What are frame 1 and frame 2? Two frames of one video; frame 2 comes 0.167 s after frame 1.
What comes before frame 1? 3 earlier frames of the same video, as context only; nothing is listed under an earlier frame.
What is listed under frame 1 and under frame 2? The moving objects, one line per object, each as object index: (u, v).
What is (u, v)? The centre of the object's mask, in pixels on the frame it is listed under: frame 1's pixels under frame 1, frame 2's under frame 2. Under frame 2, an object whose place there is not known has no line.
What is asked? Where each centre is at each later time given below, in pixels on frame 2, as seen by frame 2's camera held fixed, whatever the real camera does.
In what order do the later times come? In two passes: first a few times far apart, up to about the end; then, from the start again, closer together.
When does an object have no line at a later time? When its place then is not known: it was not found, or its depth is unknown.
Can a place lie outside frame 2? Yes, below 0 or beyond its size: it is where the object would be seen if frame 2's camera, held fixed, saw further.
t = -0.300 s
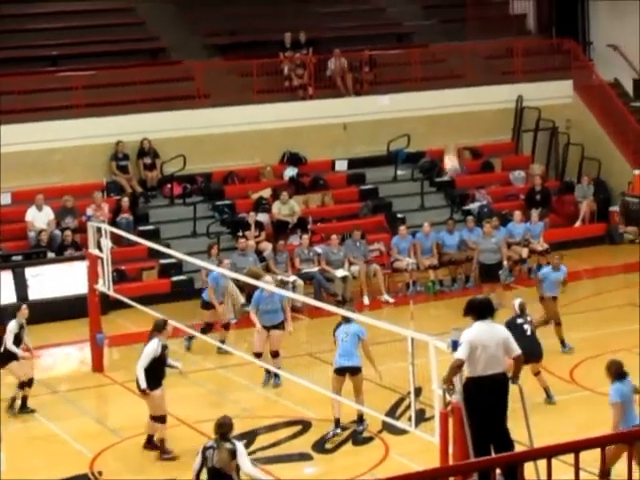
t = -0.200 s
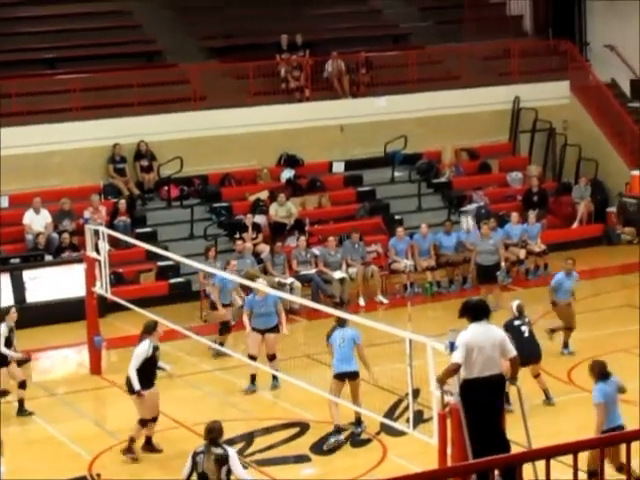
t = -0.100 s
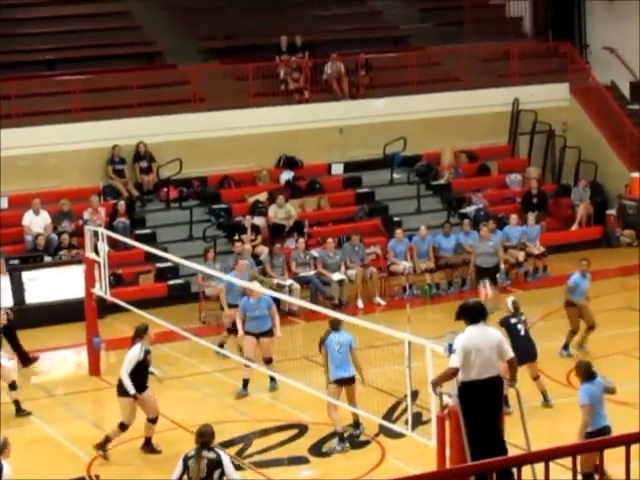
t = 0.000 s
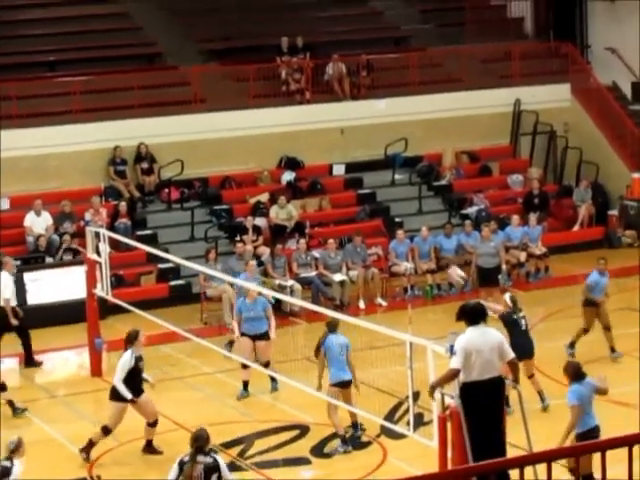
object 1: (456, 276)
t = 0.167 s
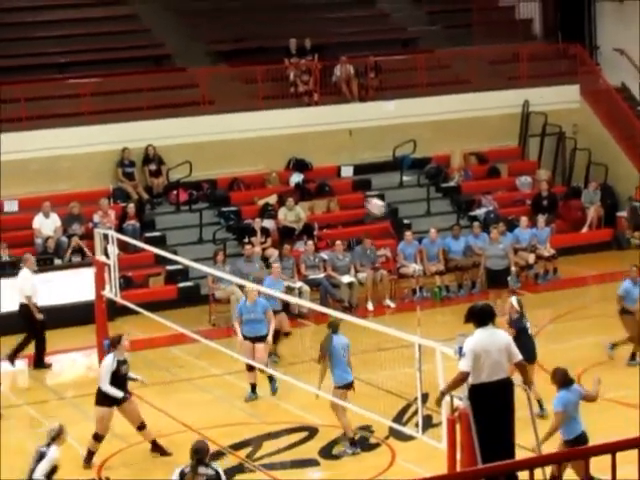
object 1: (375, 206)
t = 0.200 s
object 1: (356, 195)
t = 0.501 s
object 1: (183, 124)
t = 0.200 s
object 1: (356, 195)
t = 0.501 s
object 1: (183, 124)
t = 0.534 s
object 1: (163, 119)
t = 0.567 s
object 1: (143, 117)
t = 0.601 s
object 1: (122, 115)
